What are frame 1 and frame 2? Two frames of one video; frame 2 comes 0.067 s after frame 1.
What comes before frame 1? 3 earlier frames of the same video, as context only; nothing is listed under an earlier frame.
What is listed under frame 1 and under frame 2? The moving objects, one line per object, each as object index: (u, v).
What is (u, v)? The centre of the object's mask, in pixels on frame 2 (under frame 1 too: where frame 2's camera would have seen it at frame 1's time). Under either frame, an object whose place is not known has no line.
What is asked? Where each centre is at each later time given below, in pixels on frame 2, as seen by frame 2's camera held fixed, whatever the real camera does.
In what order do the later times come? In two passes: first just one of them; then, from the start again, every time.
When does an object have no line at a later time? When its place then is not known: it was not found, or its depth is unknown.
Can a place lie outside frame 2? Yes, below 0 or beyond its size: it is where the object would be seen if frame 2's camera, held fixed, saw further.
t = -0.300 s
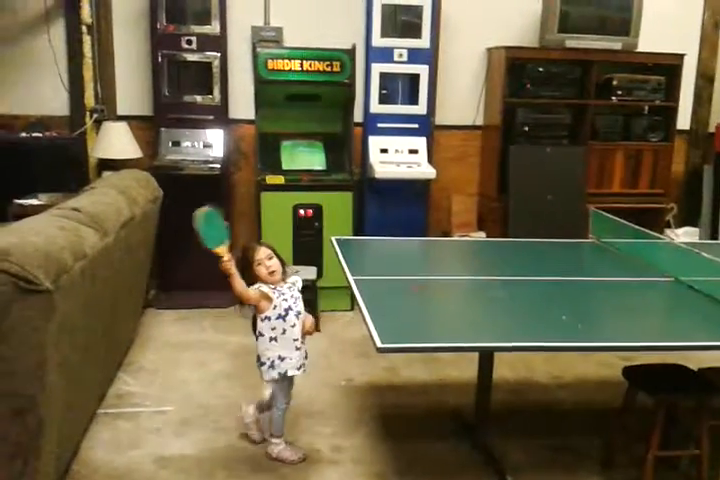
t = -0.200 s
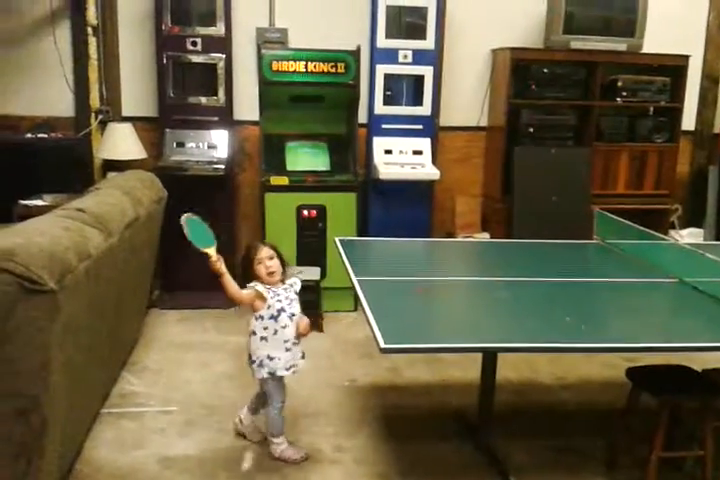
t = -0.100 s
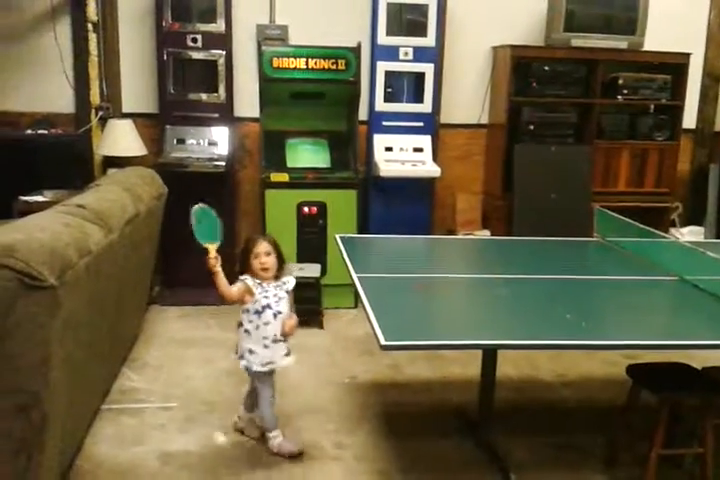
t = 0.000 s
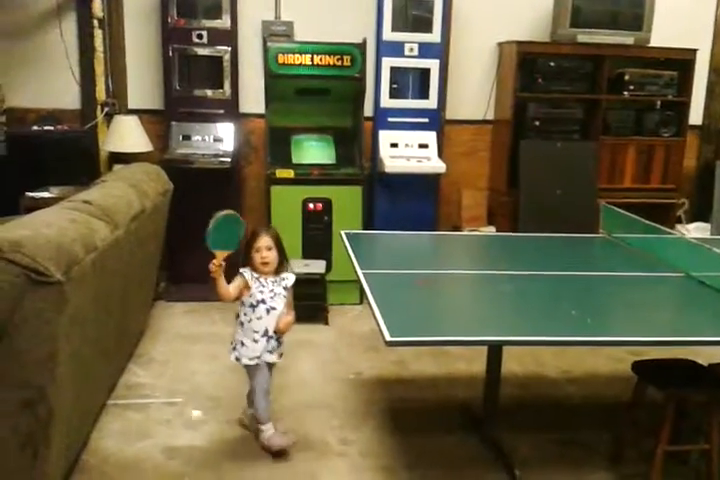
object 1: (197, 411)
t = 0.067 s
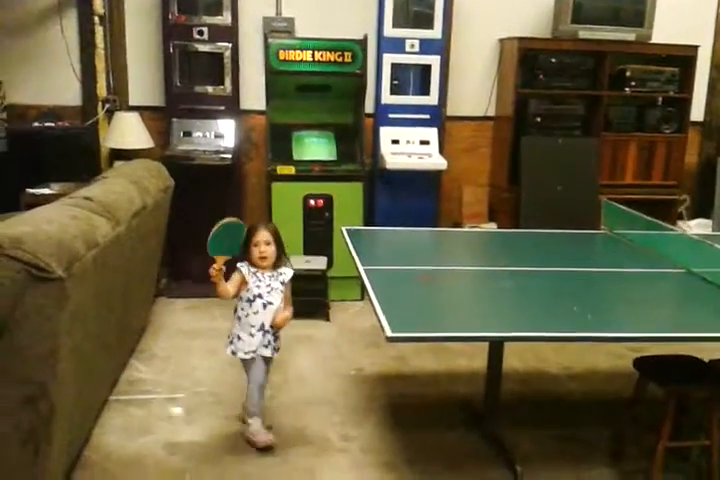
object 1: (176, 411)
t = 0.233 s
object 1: (128, 461)
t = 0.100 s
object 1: (167, 415)
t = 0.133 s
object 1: (156, 423)
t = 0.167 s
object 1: (147, 433)
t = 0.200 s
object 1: (138, 446)
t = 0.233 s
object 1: (128, 461)
